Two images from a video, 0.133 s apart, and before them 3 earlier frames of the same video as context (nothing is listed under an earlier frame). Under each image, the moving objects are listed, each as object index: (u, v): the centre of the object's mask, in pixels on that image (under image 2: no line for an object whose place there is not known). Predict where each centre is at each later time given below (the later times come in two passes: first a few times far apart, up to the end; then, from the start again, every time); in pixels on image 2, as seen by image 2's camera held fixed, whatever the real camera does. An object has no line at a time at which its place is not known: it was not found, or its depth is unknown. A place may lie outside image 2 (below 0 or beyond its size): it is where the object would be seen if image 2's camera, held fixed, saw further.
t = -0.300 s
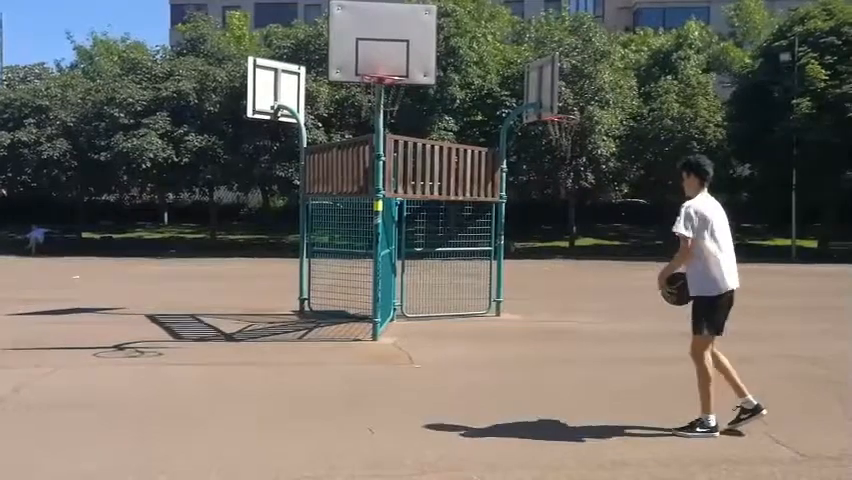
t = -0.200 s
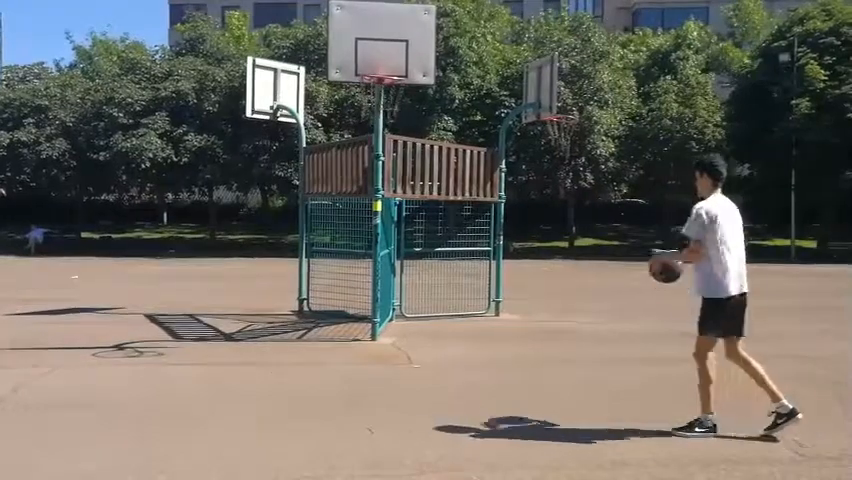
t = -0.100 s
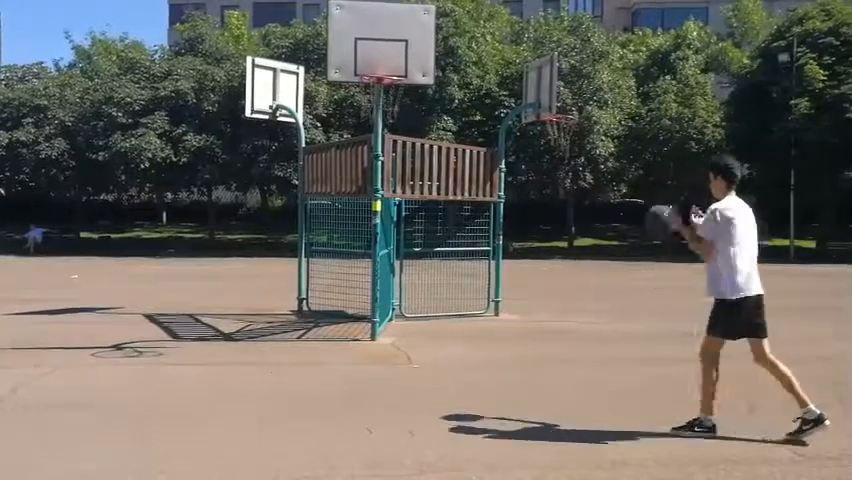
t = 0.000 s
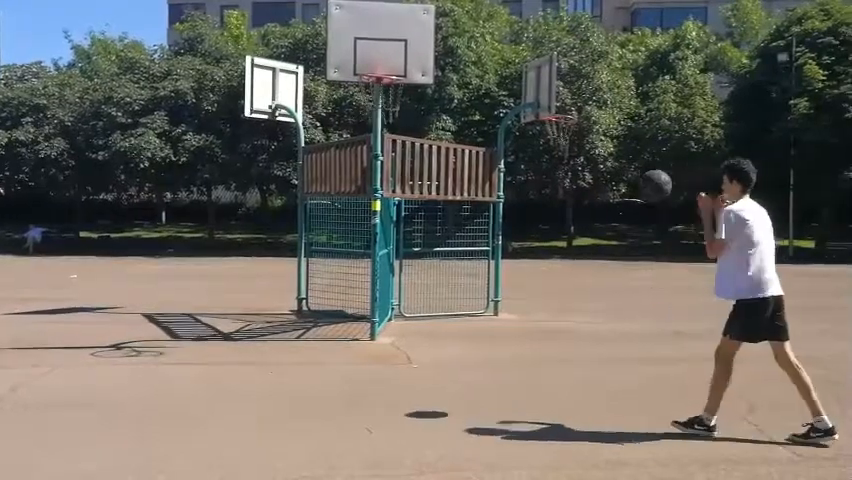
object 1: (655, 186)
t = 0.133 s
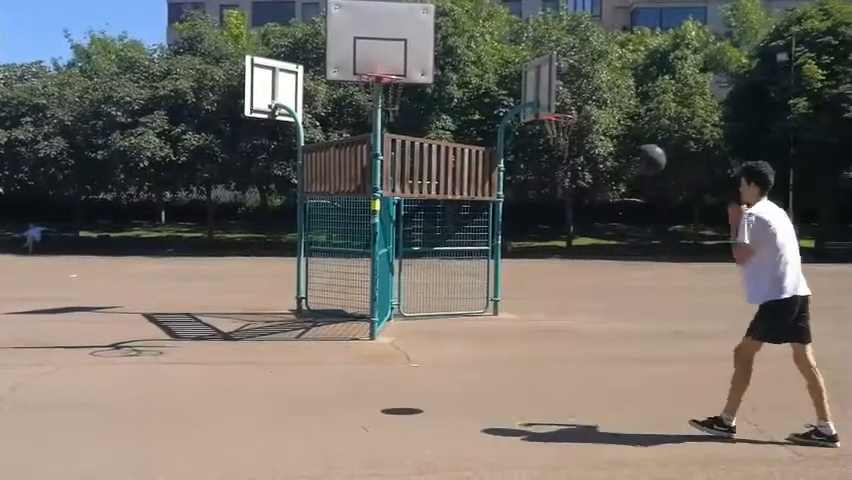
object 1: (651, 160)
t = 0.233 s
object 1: (647, 156)
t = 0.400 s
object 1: (640, 177)
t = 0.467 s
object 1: (636, 198)
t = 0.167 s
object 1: (647, 158)
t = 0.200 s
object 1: (649, 156)
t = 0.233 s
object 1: (647, 156)
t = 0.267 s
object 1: (645, 158)
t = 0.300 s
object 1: (644, 161)
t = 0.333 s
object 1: (640, 166)
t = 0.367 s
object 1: (640, 172)
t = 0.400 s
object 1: (640, 177)
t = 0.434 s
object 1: (637, 187)
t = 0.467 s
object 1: (636, 198)
